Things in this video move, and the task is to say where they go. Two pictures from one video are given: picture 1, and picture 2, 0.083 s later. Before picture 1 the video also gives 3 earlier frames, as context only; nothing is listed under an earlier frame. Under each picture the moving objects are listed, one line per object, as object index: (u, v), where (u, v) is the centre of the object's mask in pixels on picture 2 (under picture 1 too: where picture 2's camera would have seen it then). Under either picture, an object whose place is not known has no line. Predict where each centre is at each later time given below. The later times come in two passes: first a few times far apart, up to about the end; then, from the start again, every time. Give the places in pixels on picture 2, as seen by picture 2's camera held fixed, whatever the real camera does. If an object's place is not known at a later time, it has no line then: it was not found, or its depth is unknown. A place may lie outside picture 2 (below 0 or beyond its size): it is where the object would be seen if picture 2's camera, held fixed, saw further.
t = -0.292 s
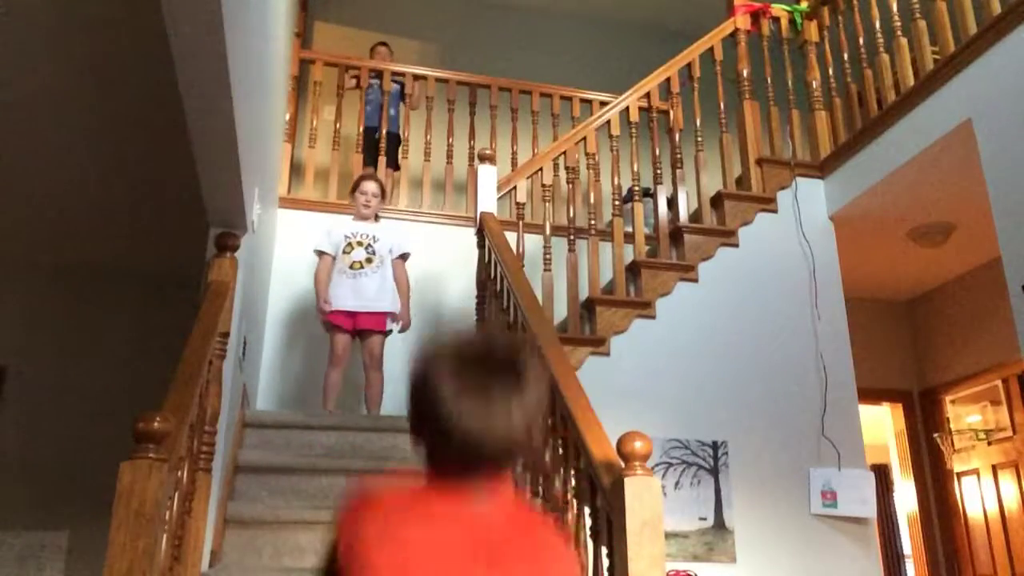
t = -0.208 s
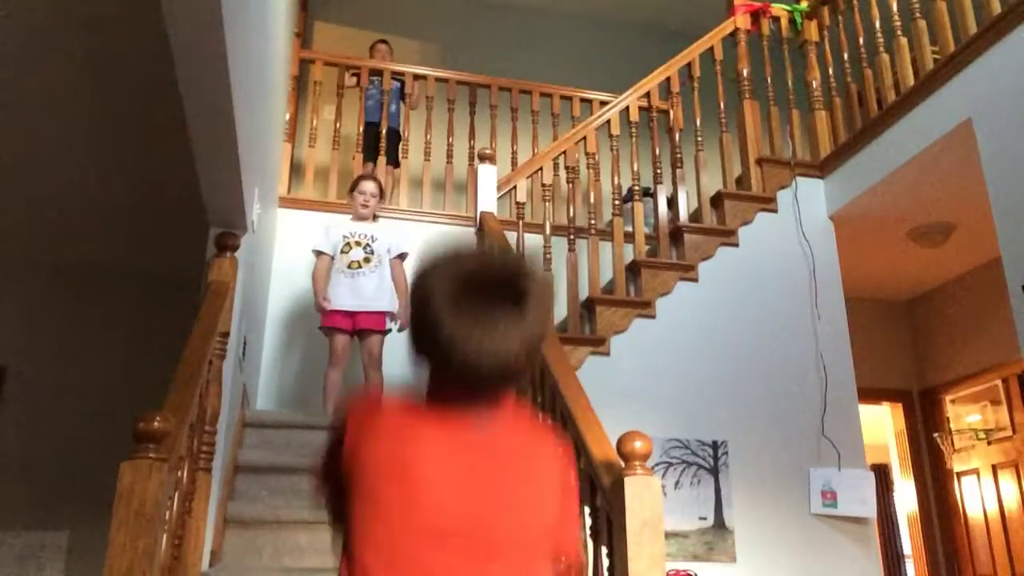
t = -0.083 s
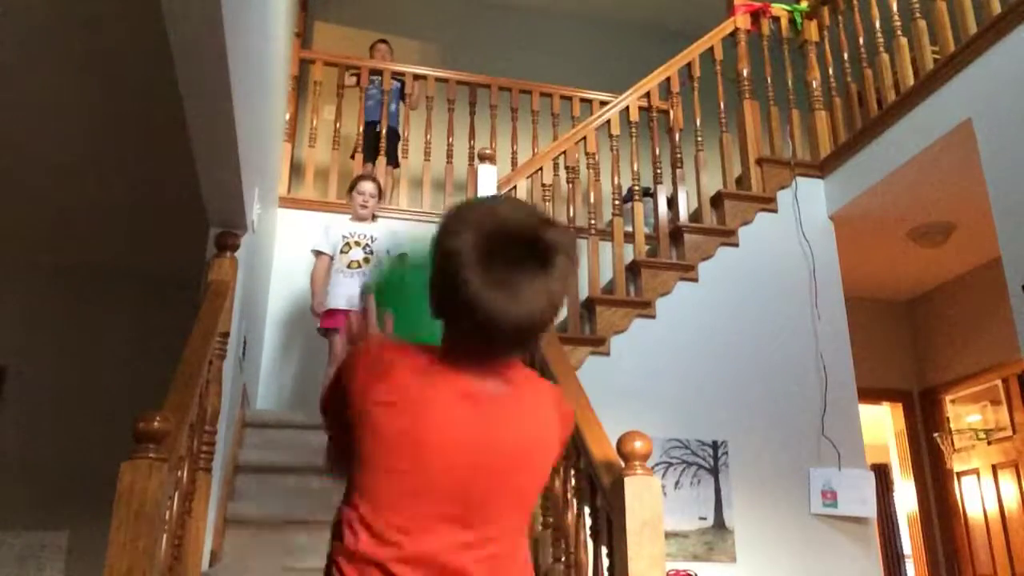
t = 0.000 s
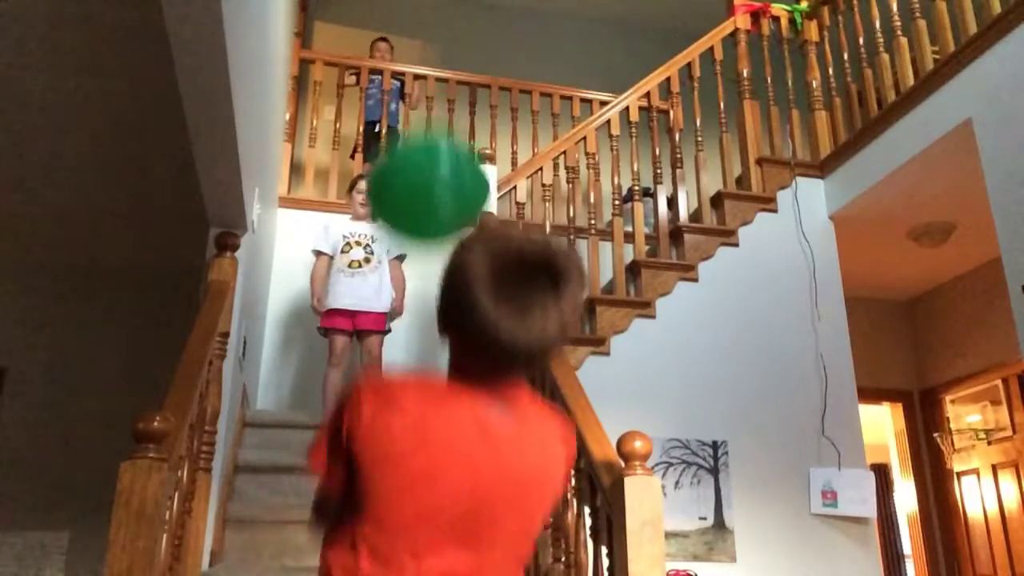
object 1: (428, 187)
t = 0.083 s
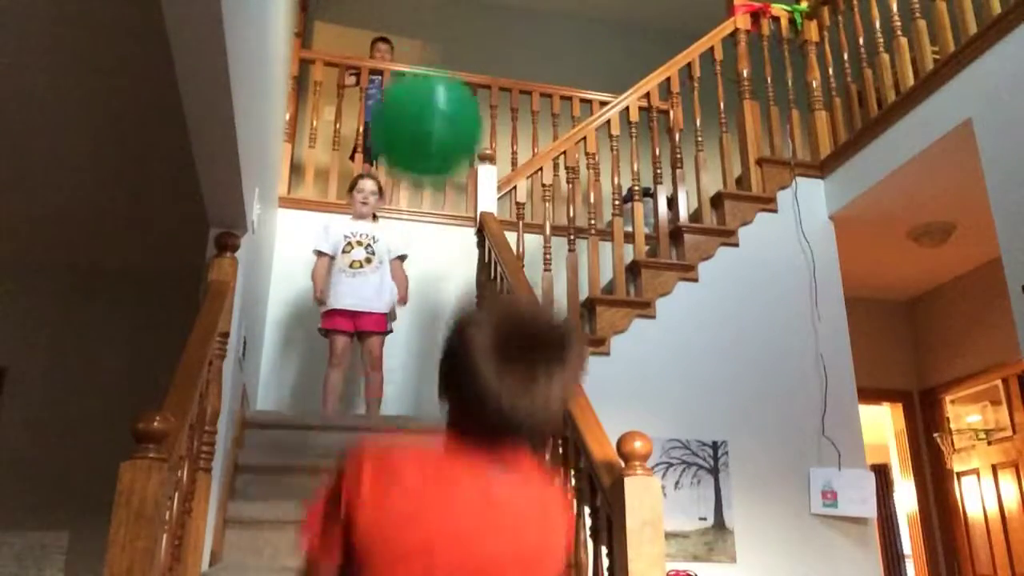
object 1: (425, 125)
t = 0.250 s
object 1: (424, 71)
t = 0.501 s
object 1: (422, 99)
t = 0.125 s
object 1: (425, 101)
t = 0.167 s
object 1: (424, 87)
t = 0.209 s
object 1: (425, 77)
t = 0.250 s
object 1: (424, 71)
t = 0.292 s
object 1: (424, 69)
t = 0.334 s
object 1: (424, 69)
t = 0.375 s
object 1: (424, 72)
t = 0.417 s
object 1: (423, 78)
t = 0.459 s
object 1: (423, 88)
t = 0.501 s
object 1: (422, 99)
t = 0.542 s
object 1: (422, 114)
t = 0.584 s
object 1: (420, 130)
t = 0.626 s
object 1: (420, 148)
